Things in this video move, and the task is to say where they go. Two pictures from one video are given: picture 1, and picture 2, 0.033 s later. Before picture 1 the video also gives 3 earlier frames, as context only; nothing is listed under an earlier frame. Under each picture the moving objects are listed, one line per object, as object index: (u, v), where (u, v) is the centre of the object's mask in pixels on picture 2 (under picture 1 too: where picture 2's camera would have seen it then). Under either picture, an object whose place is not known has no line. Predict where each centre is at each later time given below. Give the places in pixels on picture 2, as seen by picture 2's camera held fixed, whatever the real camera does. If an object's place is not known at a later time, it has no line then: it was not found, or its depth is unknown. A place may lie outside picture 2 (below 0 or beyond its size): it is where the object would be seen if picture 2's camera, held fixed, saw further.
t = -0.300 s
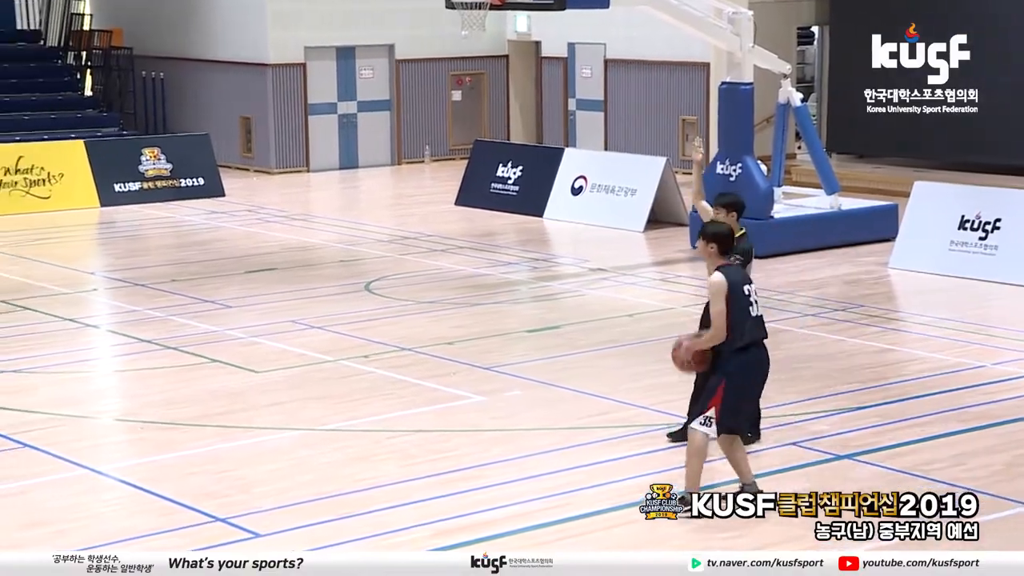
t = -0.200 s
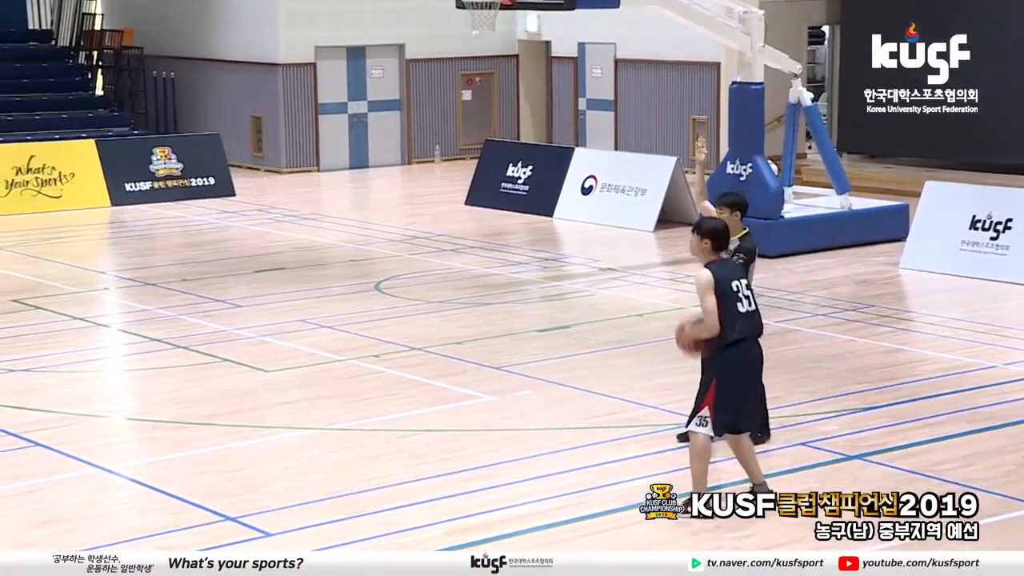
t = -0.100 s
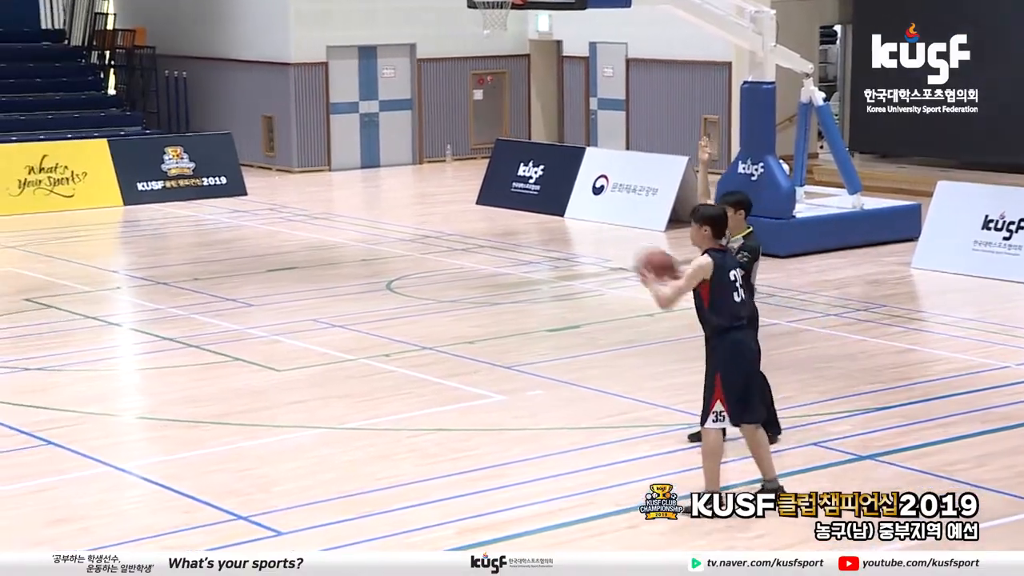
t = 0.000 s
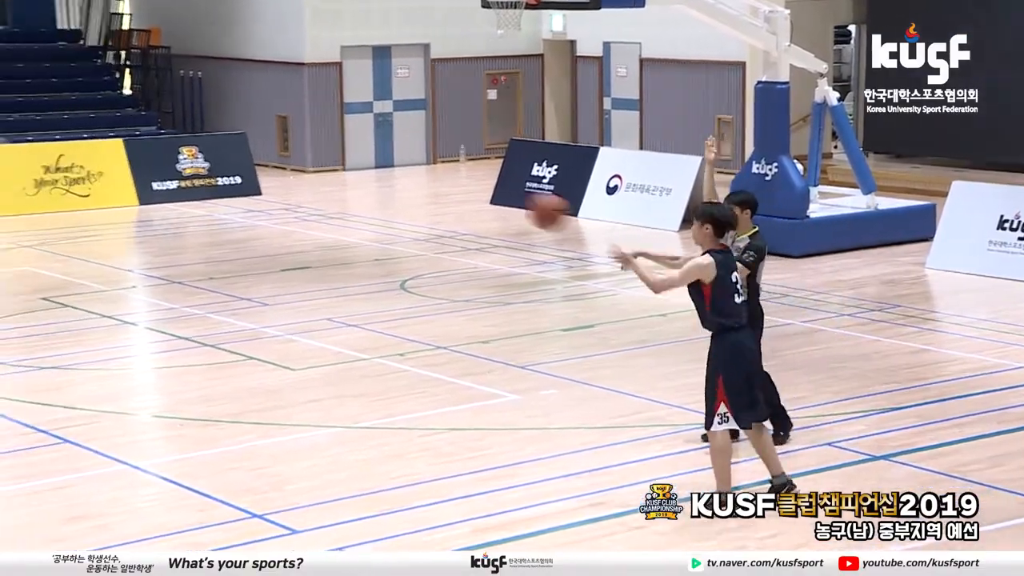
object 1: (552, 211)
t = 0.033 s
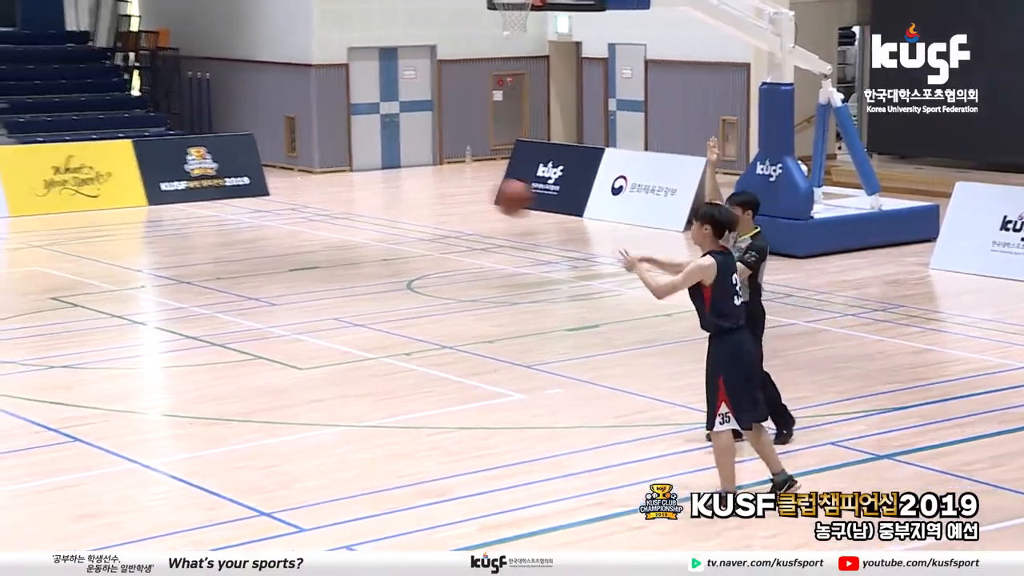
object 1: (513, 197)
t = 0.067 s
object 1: (473, 184)
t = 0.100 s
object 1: (435, 174)
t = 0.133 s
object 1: (399, 165)
